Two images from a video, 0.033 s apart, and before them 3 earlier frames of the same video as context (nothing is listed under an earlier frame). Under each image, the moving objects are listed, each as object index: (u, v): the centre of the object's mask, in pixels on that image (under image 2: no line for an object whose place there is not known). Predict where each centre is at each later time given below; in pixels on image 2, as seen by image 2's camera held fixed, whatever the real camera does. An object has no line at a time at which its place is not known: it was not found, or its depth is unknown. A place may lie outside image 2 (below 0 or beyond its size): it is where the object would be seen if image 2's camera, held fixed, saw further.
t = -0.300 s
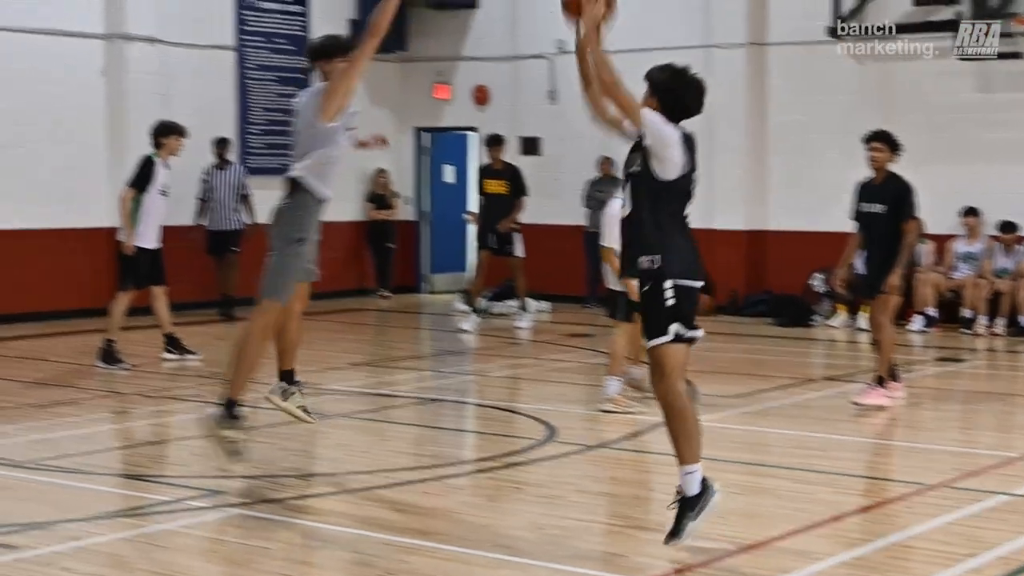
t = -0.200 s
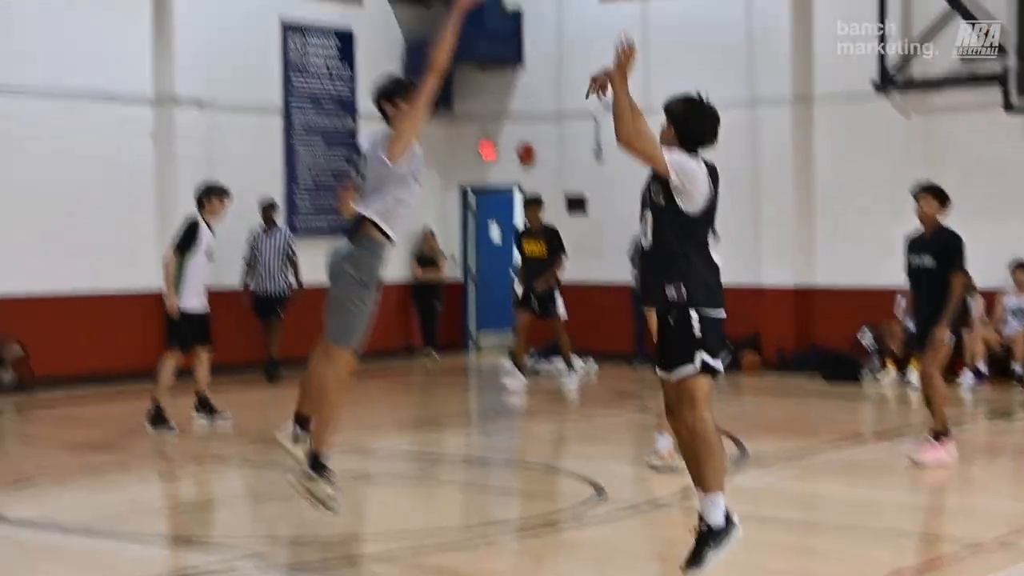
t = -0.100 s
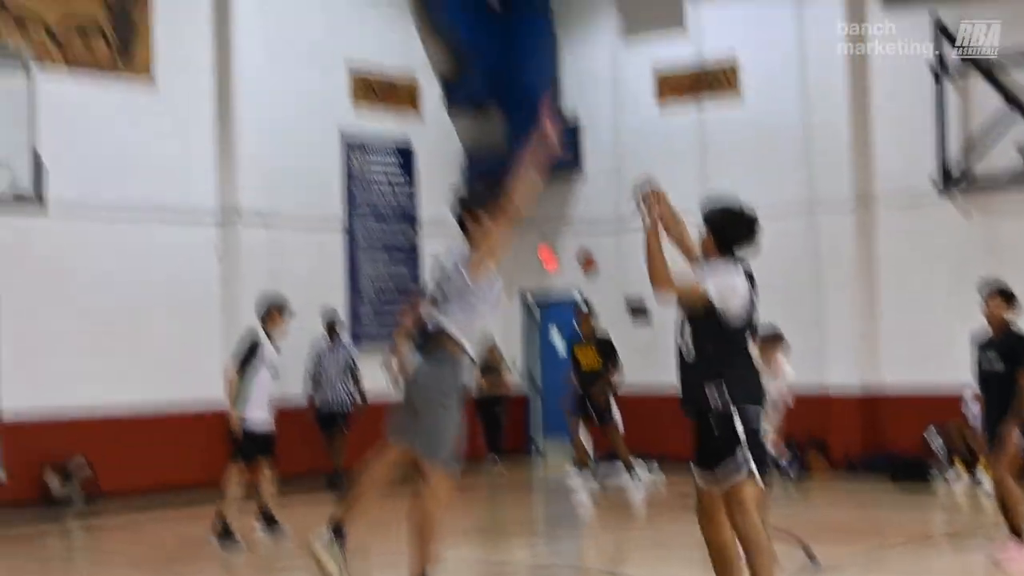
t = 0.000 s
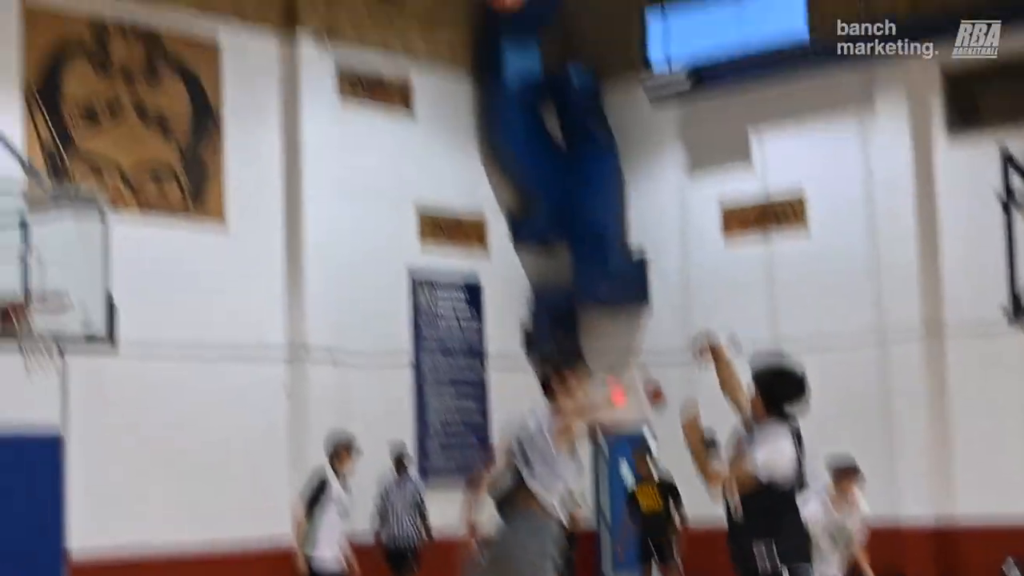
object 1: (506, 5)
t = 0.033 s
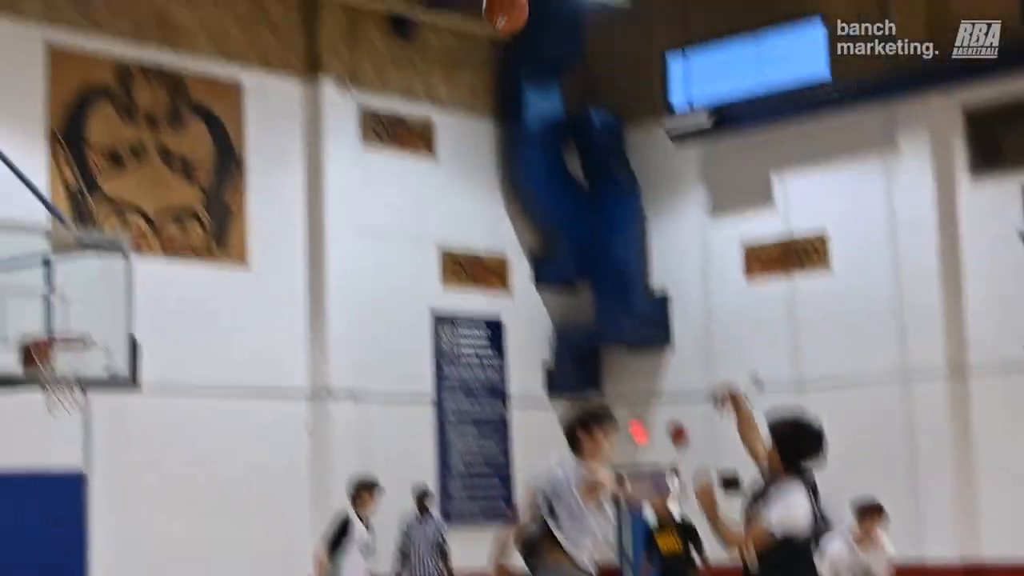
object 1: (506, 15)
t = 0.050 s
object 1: (495, 4)
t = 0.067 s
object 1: (485, -7)
